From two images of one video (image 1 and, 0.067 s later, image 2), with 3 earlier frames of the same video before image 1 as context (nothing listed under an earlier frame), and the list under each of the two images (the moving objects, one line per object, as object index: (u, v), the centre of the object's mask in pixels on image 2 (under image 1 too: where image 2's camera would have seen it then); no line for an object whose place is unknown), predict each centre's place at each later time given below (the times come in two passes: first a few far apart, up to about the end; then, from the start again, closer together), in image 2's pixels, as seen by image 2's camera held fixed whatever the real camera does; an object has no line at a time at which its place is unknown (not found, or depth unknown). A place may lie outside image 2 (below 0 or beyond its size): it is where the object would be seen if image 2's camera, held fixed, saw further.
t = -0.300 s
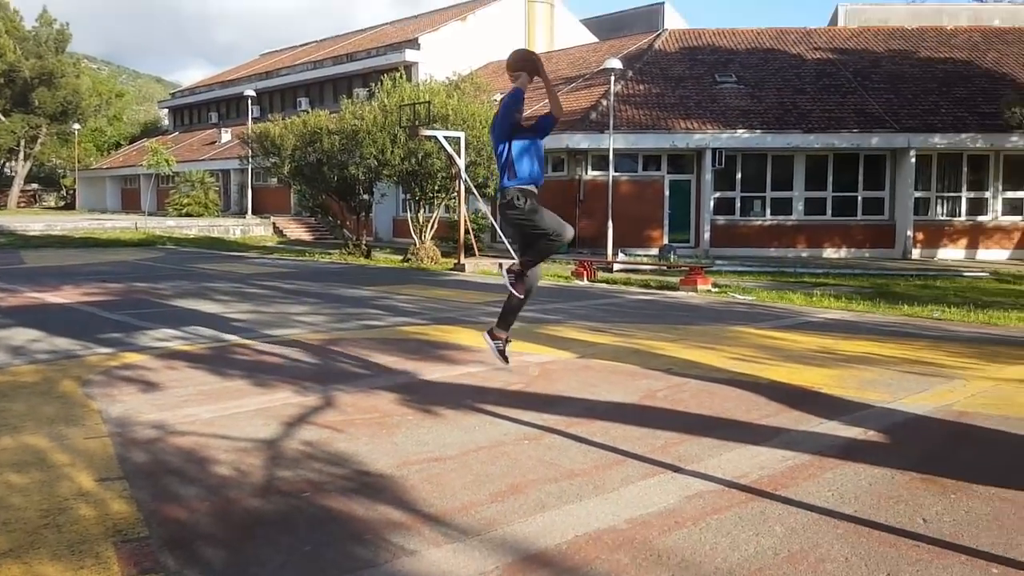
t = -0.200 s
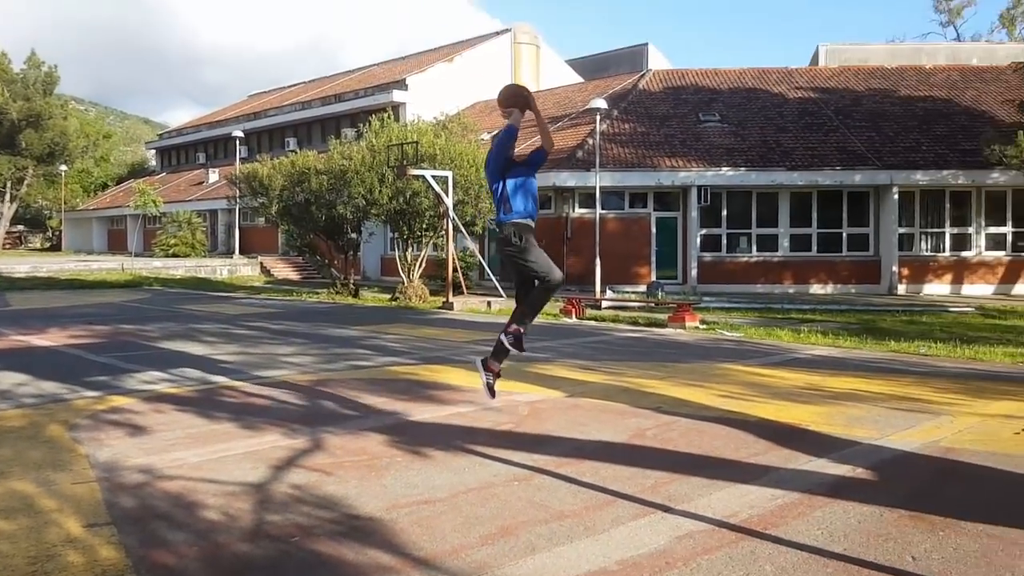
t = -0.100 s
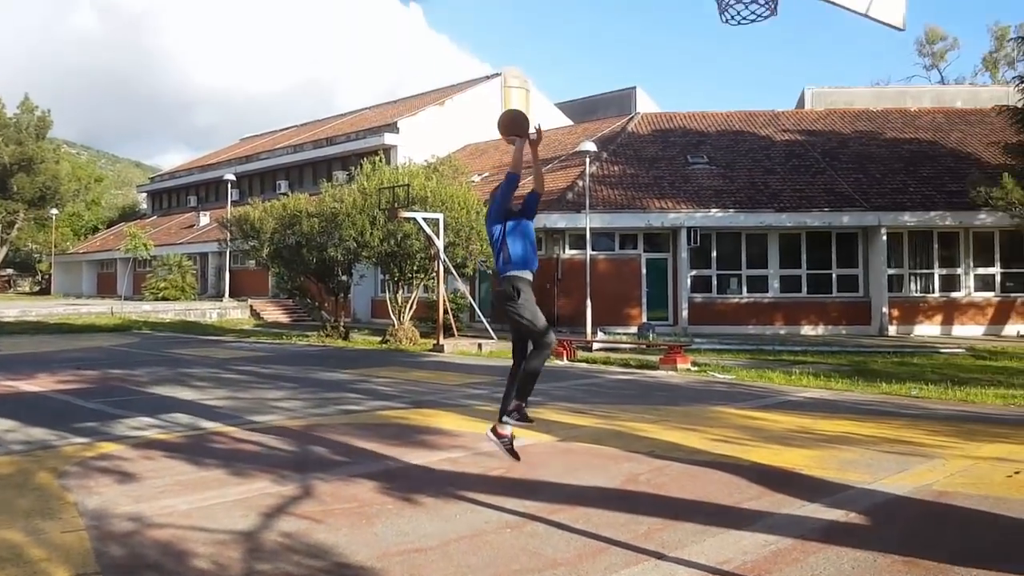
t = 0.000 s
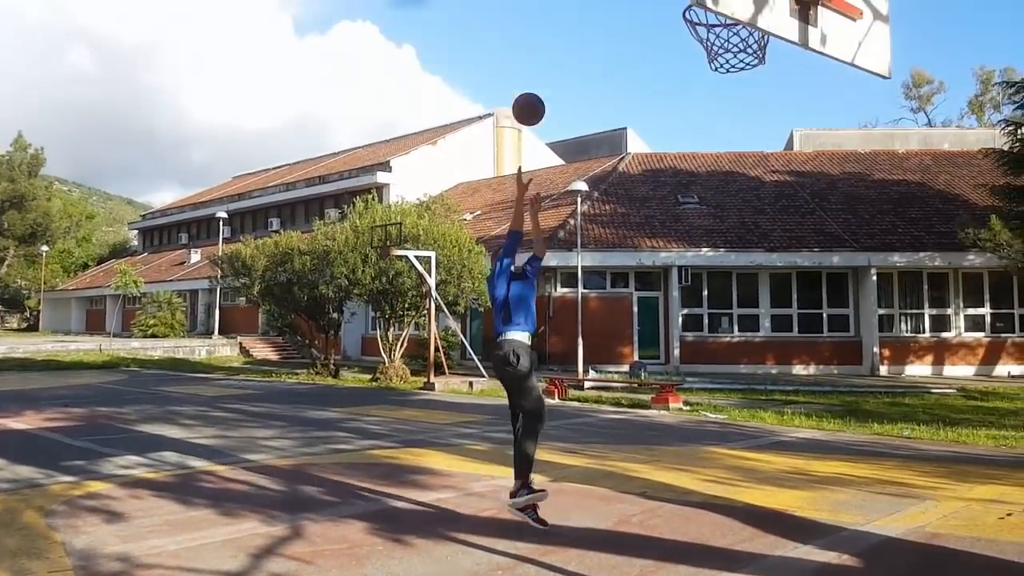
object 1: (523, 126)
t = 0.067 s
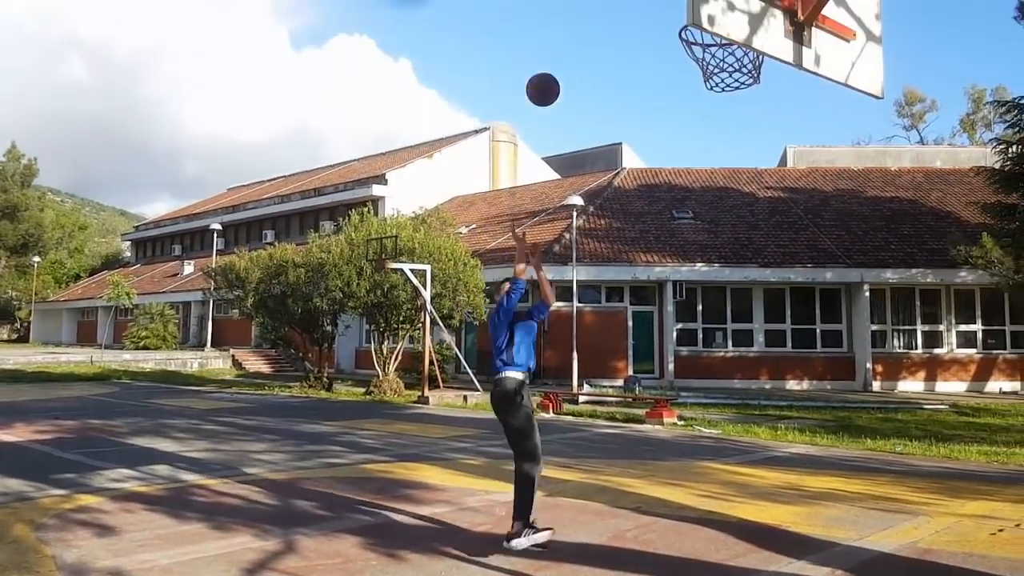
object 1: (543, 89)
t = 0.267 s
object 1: (604, 8)
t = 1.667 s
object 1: (736, 191)
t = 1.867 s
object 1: (724, 375)
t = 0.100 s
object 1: (553, 74)
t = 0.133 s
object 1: (564, 58)
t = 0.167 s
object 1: (574, 44)
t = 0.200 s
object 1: (583, 31)
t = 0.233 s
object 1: (593, 19)
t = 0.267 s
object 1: (604, 8)
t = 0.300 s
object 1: (617, -2)
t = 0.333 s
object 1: (630, -10)
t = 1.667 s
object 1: (736, 191)
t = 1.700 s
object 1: (733, 216)
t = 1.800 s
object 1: (728, 304)
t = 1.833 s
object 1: (726, 337)
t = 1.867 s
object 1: (724, 375)
